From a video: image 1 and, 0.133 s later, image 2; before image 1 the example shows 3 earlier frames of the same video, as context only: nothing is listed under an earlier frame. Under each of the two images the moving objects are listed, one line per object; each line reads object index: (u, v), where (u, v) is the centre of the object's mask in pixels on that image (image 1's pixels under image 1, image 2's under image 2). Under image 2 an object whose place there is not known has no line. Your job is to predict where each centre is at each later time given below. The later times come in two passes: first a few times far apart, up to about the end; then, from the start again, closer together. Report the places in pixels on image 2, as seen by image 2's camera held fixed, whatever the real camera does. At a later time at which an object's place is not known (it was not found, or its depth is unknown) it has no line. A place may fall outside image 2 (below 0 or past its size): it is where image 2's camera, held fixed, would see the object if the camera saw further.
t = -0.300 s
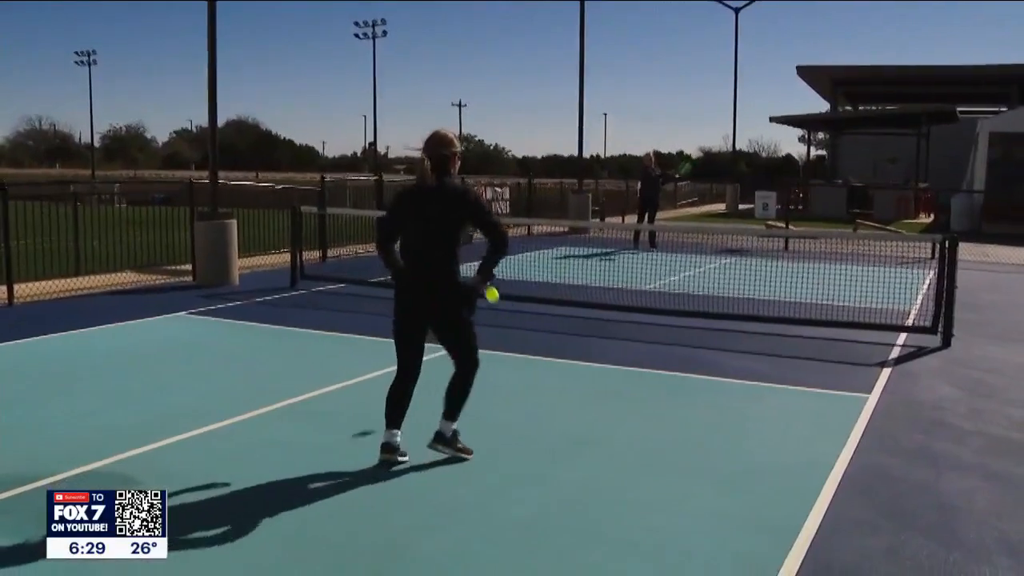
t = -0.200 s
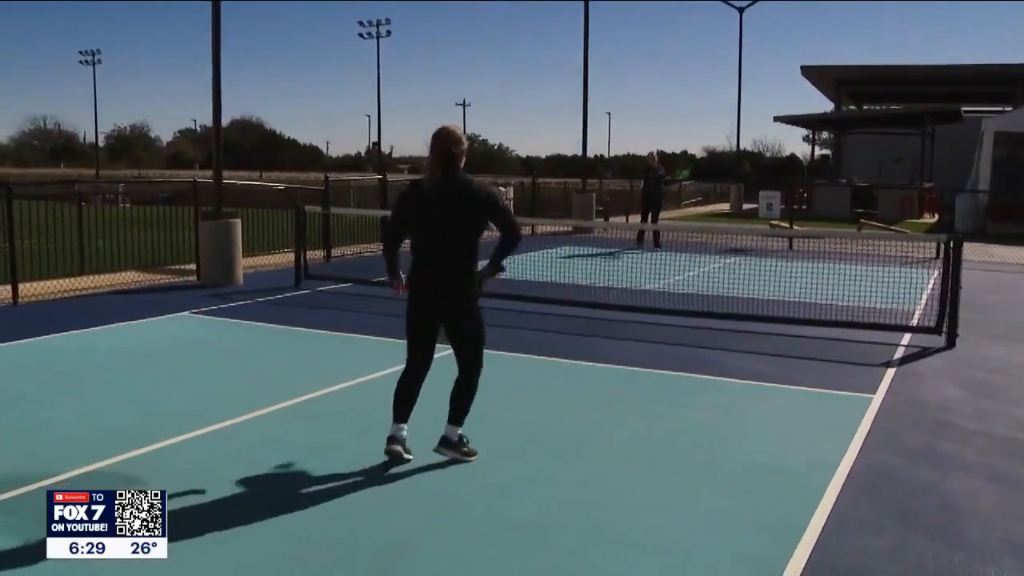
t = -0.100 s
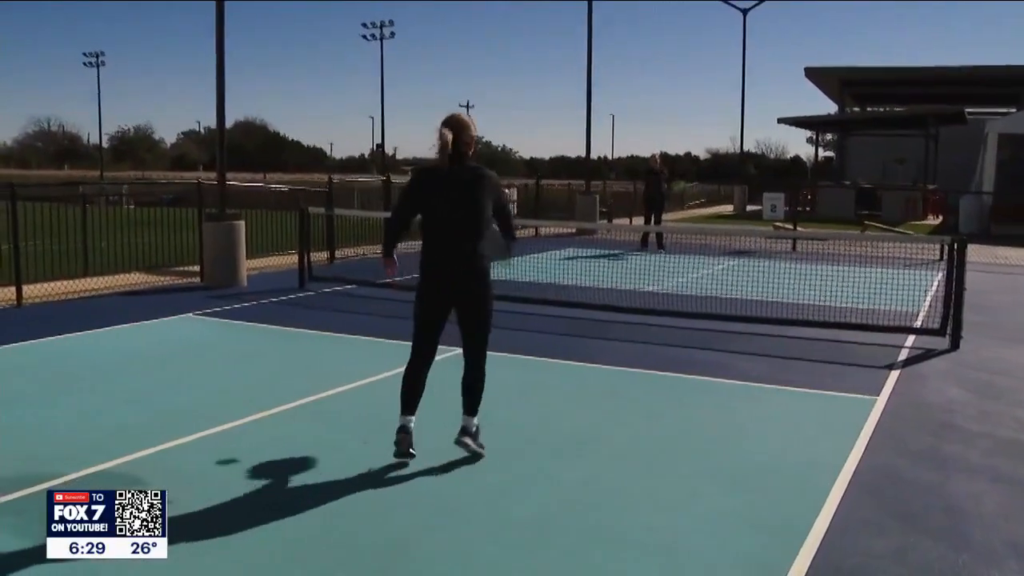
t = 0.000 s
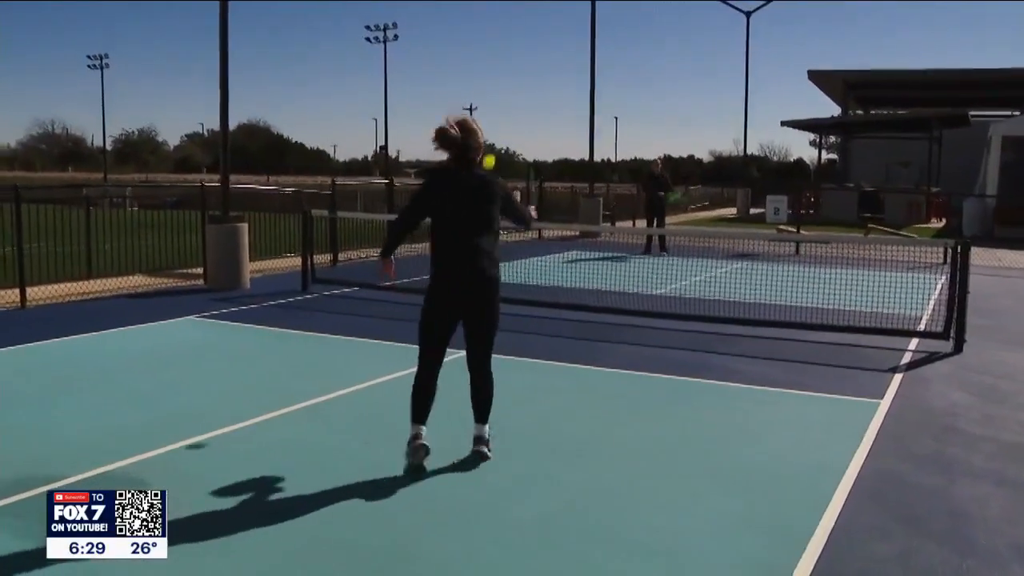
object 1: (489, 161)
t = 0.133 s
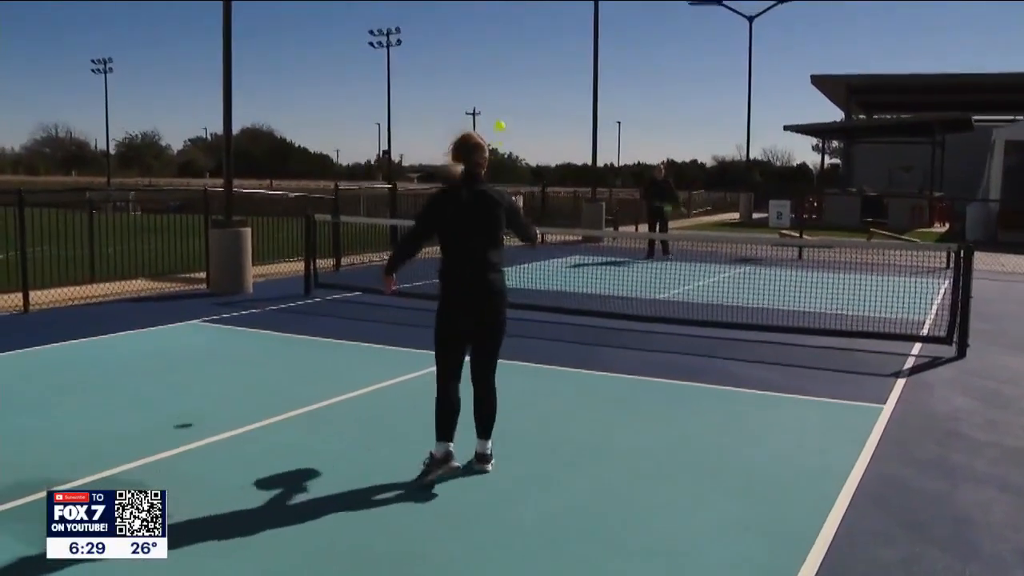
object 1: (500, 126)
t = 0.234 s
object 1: (501, 116)
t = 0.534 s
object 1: (496, 148)
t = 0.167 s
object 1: (500, 121)
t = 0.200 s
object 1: (501, 118)
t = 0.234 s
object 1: (501, 116)
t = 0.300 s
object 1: (501, 115)
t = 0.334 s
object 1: (501, 116)
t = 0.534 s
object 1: (496, 148)
